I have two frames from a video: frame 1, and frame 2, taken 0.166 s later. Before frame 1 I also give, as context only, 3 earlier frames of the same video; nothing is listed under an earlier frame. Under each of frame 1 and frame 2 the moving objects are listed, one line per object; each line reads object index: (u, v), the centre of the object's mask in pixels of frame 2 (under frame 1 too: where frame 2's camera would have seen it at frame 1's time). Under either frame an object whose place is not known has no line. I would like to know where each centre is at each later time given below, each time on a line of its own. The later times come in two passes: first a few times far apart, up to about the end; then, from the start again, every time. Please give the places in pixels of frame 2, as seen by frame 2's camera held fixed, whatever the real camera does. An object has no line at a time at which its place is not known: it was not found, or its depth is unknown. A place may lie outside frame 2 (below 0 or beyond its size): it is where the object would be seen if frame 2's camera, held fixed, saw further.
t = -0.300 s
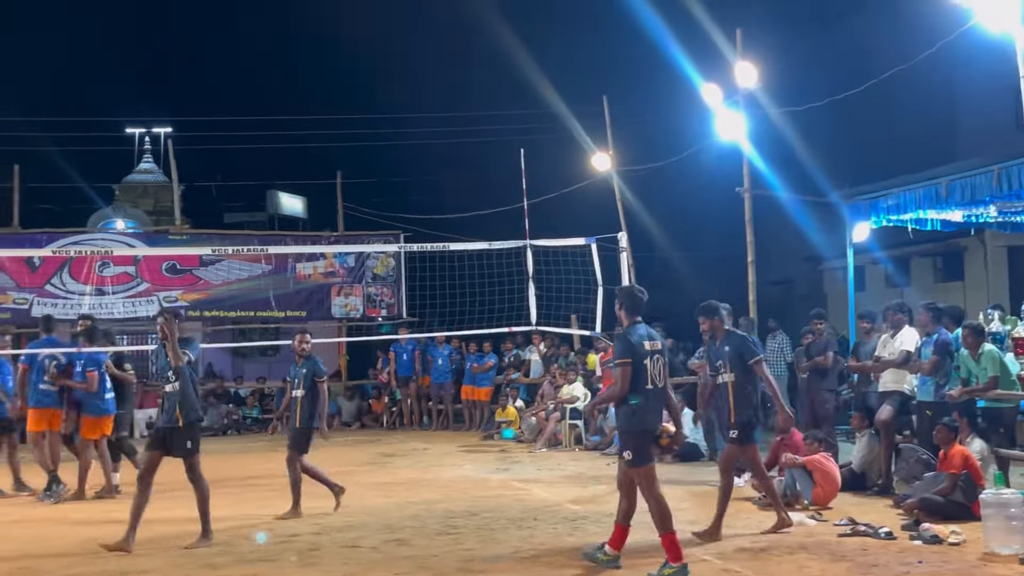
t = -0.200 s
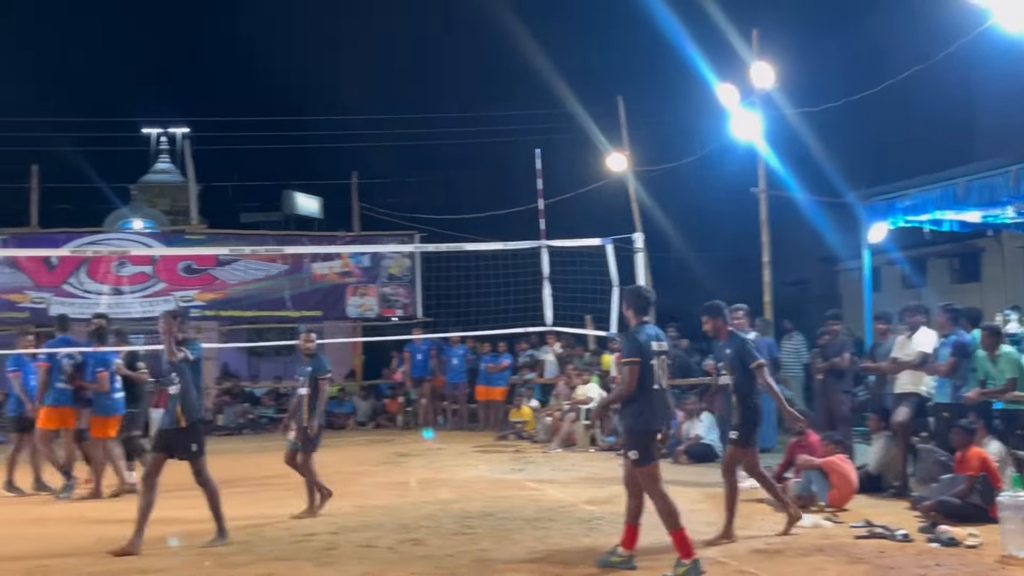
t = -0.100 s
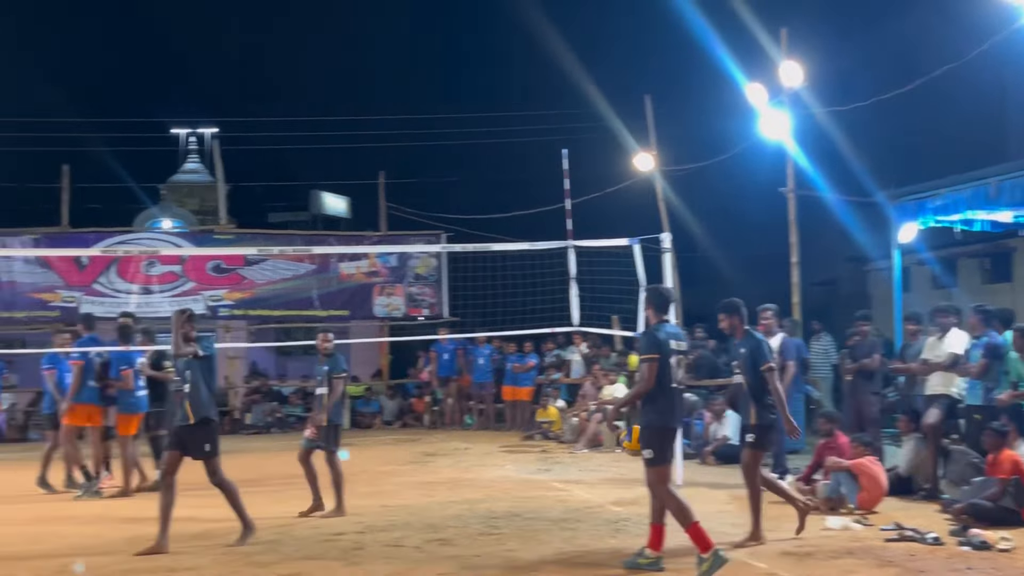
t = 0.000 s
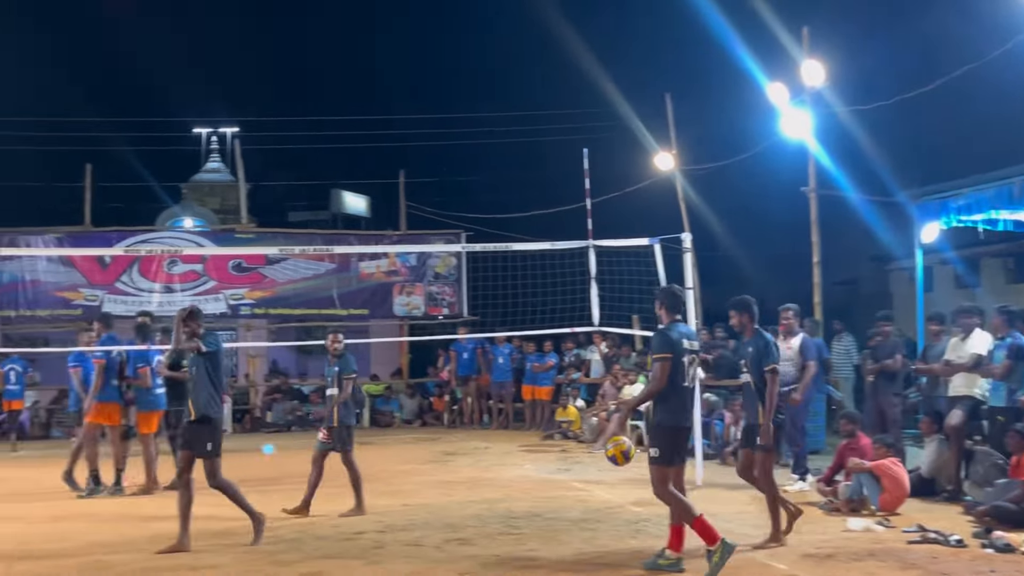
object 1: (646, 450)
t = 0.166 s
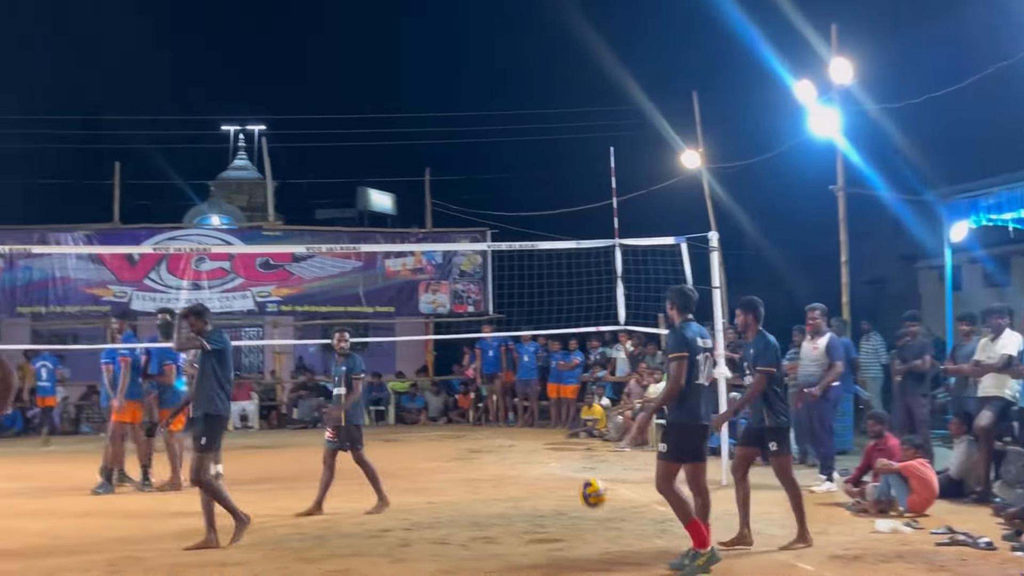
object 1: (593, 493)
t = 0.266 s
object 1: (566, 514)
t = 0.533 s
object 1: (520, 464)
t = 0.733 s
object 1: (489, 484)
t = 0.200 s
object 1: (583, 506)
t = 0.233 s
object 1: (574, 519)
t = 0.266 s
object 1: (566, 514)
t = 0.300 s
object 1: (560, 502)
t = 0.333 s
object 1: (554, 493)
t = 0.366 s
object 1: (547, 484)
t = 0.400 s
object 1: (541, 478)
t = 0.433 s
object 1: (536, 472)
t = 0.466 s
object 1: (530, 468)
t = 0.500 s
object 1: (525, 465)
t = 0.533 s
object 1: (520, 464)
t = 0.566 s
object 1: (513, 464)
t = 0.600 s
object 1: (509, 465)
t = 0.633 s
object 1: (504, 468)
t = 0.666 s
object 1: (499, 472)
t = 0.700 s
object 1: (494, 477)
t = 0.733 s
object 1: (489, 484)
